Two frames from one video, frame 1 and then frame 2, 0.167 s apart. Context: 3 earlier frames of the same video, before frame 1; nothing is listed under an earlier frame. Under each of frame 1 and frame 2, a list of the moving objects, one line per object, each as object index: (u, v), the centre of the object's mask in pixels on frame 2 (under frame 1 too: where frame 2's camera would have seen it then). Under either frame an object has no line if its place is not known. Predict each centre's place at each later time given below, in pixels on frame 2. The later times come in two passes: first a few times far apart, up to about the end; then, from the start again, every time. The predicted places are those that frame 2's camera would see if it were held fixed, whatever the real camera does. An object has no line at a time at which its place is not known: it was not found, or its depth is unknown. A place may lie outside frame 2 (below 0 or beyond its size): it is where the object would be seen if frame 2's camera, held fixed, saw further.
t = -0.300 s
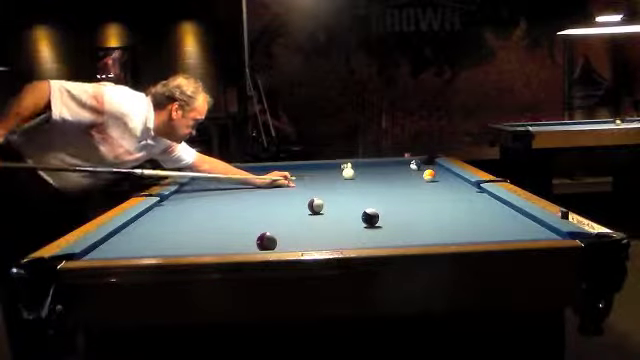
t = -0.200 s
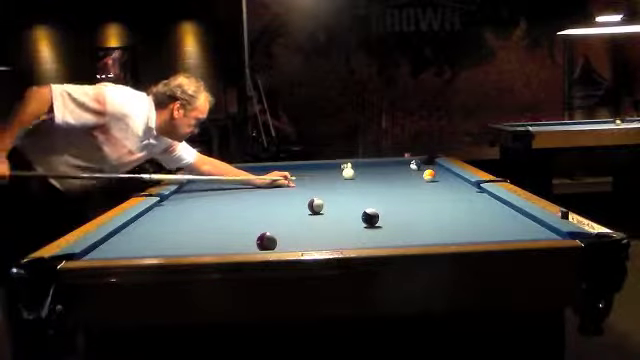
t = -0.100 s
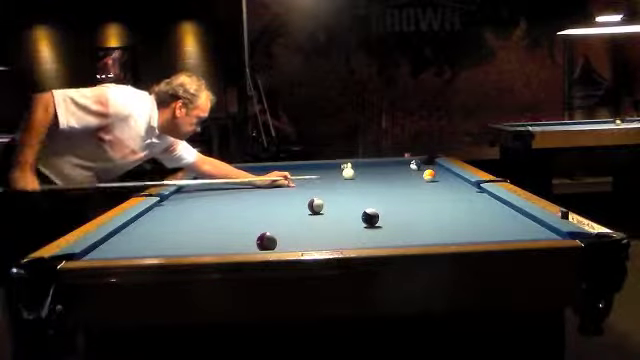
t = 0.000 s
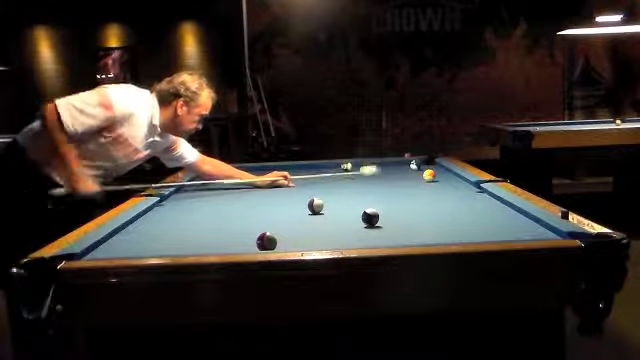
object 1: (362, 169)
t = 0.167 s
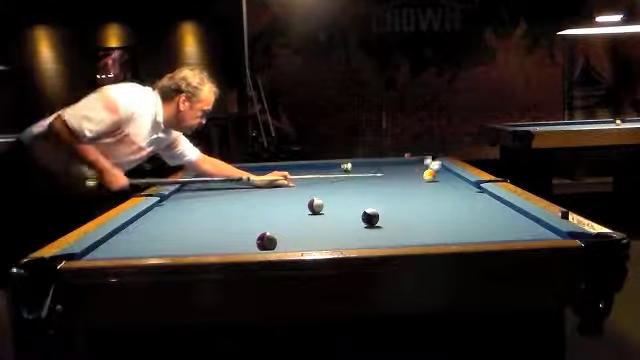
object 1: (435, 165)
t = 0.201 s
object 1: (429, 164)
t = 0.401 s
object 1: (395, 171)
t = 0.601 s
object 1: (360, 174)
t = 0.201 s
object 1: (429, 164)
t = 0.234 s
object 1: (422, 167)
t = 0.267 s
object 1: (417, 168)
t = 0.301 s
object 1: (412, 168)
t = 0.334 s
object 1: (406, 169)
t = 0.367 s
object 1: (401, 170)
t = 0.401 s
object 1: (395, 171)
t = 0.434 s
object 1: (389, 171)
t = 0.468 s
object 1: (384, 172)
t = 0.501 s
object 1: (378, 172)
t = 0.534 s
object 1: (372, 173)
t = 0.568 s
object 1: (366, 174)
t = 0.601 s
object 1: (360, 174)
